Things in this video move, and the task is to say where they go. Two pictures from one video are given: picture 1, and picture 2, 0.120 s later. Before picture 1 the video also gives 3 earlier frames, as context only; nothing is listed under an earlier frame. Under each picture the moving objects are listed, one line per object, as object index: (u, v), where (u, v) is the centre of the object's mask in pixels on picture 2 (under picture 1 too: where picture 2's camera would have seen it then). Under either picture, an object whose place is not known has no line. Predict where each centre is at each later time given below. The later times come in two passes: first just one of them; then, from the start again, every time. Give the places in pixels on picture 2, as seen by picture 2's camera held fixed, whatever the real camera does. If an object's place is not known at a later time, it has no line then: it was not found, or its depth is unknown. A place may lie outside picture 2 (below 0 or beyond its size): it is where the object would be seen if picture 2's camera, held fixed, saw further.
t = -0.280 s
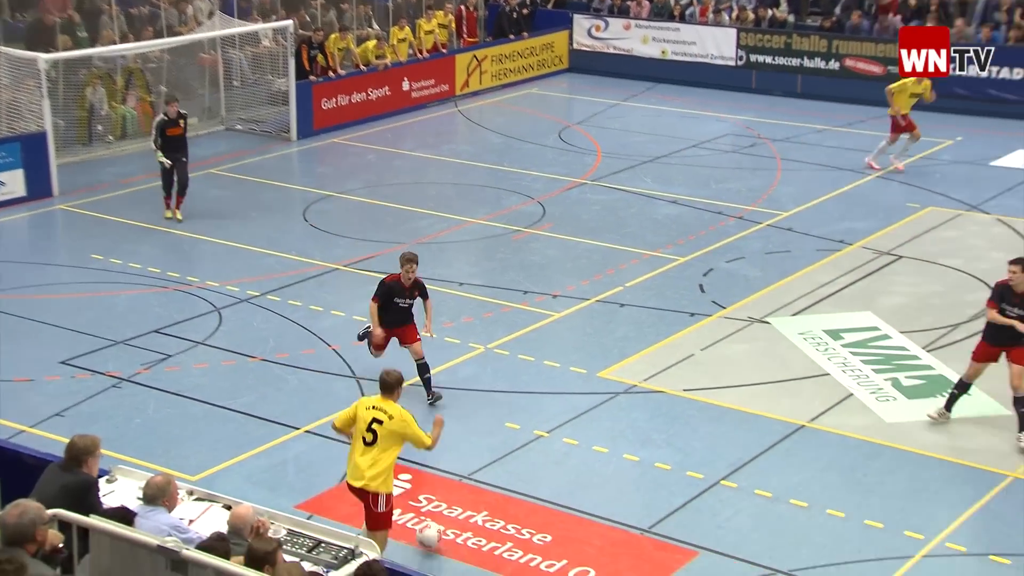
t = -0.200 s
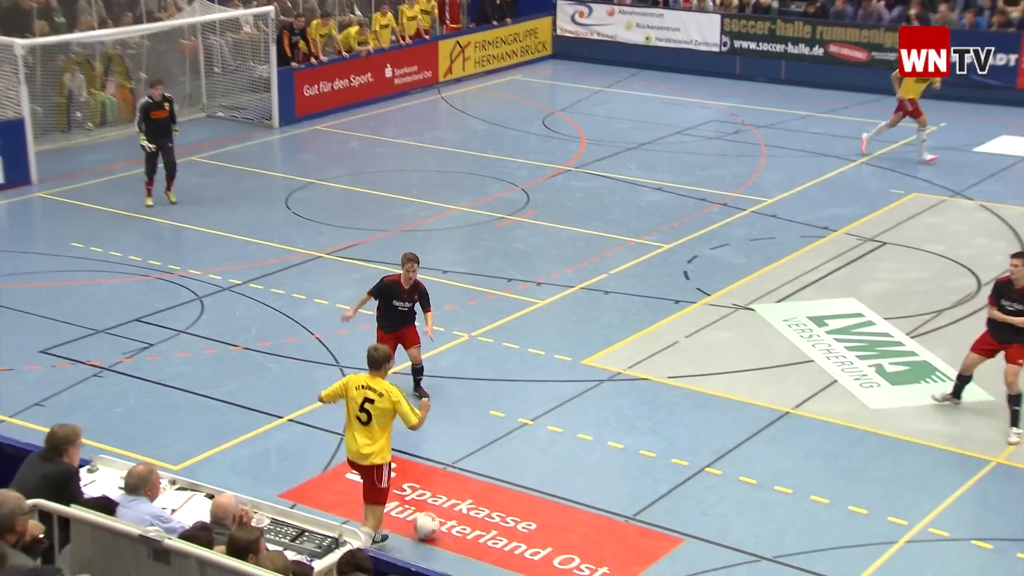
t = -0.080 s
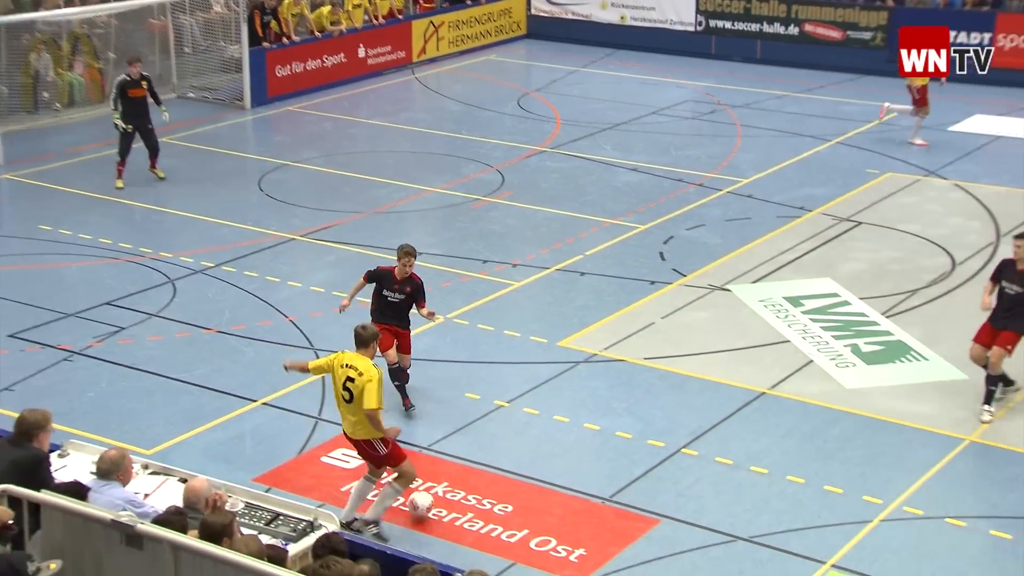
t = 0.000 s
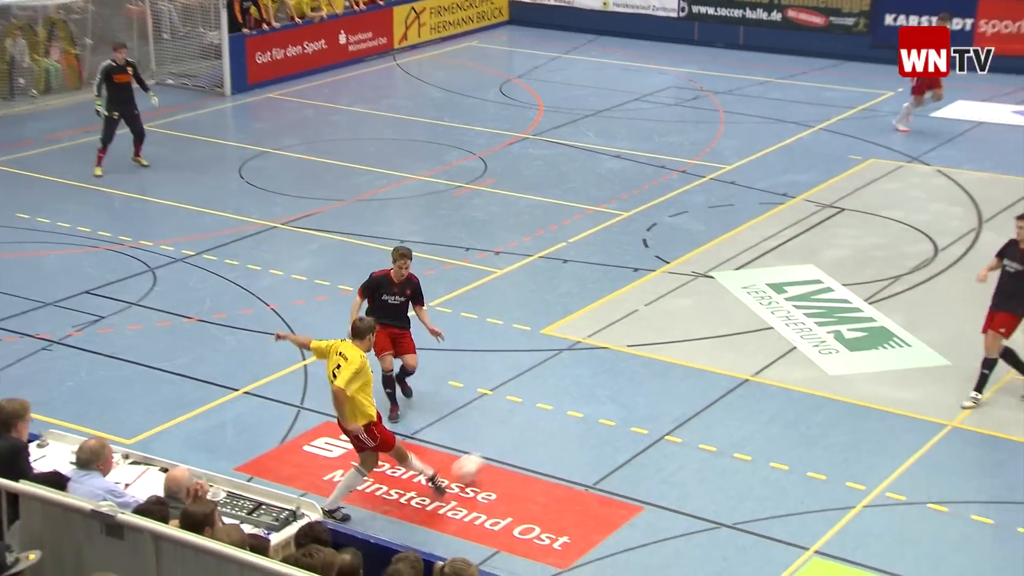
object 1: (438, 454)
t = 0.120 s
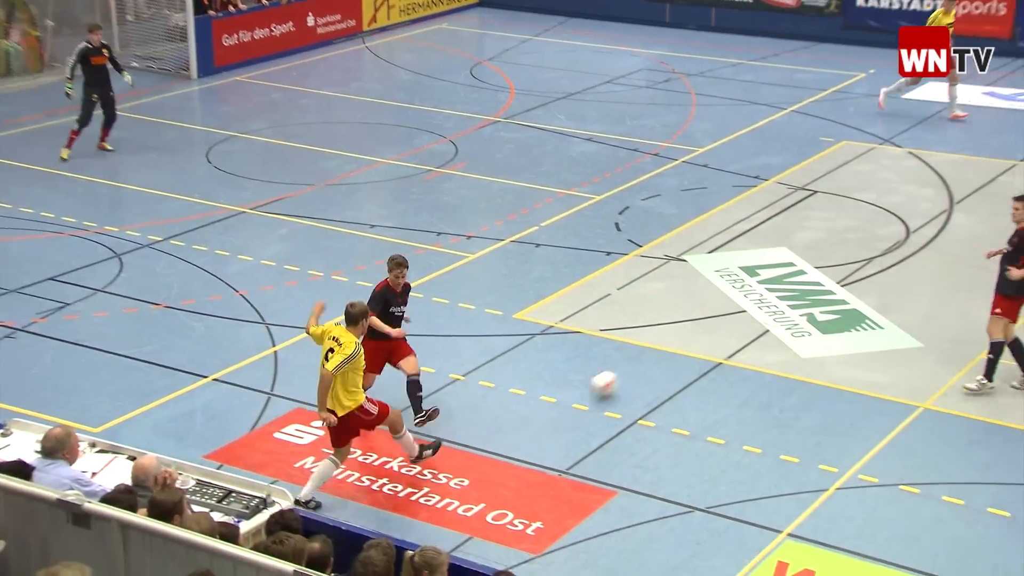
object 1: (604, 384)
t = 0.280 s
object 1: (766, 312)
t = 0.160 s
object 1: (651, 366)
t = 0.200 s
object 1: (693, 345)
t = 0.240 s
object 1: (730, 326)
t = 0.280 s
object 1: (766, 312)
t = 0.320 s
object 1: (799, 299)
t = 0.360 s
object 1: (831, 287)
